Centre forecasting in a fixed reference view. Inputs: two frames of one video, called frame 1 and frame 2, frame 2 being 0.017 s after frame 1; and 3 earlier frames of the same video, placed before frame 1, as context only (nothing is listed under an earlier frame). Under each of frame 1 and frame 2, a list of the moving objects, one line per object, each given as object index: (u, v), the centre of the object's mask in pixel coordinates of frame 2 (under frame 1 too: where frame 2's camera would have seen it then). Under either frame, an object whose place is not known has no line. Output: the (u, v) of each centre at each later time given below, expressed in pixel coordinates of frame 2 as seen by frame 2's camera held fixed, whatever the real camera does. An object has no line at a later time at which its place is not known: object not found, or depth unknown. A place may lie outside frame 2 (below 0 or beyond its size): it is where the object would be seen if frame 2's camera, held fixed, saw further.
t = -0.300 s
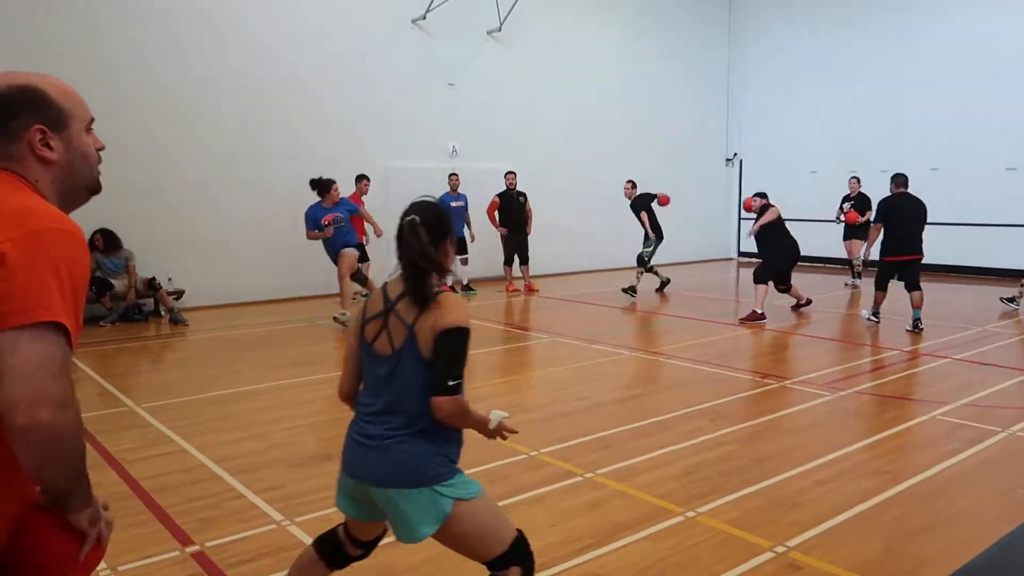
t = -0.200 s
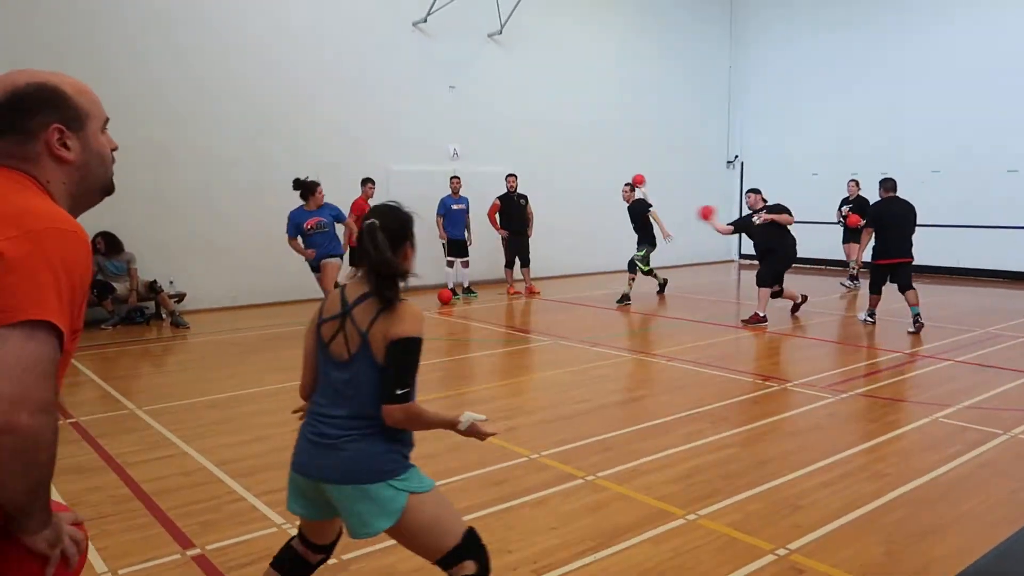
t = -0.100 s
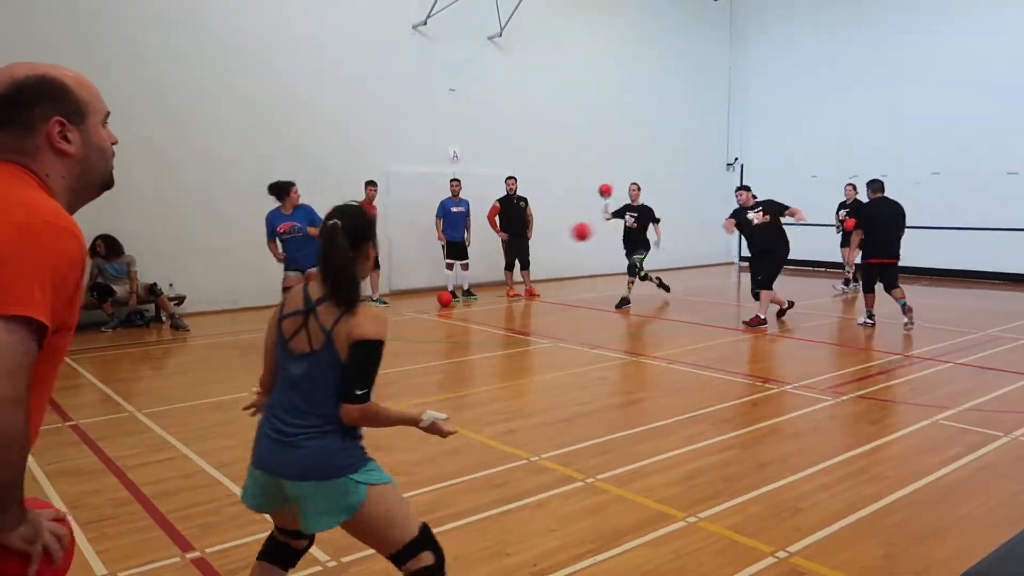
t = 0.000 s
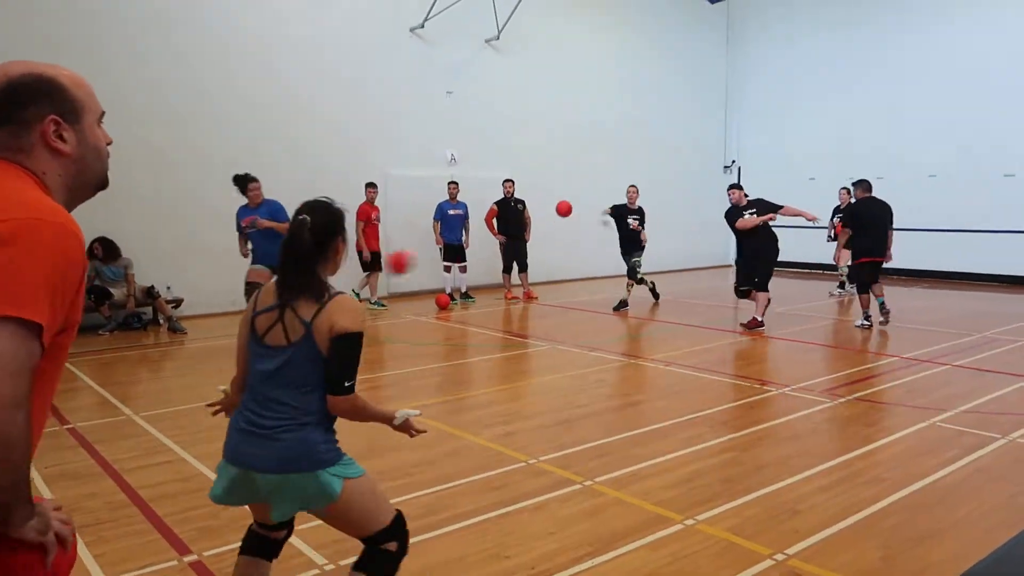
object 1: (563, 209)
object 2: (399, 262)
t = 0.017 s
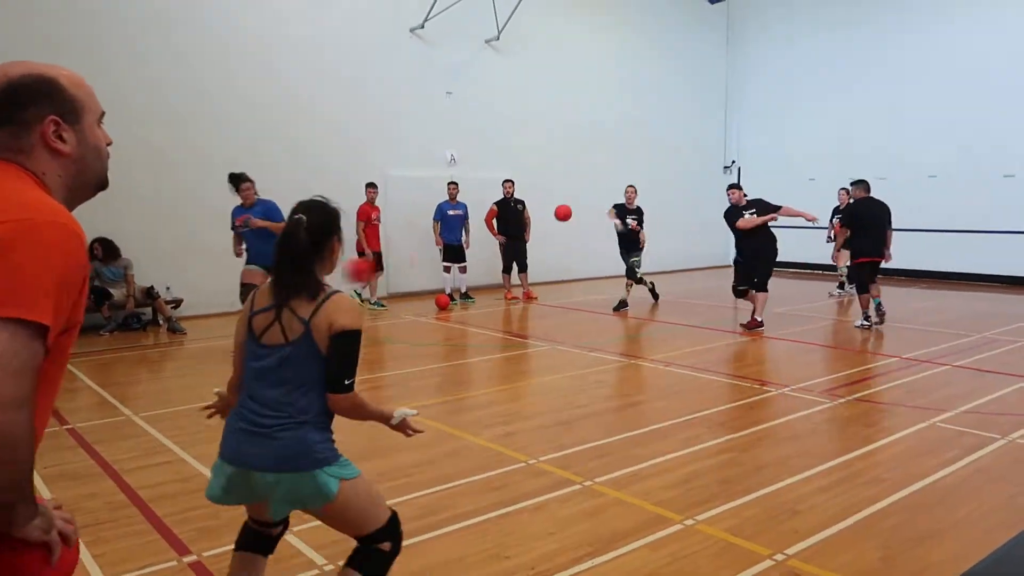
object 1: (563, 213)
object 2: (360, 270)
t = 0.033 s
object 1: (562, 217)
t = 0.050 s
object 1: (562, 222)
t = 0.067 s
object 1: (563, 227)
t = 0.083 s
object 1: (563, 233)
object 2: (169, 308)
